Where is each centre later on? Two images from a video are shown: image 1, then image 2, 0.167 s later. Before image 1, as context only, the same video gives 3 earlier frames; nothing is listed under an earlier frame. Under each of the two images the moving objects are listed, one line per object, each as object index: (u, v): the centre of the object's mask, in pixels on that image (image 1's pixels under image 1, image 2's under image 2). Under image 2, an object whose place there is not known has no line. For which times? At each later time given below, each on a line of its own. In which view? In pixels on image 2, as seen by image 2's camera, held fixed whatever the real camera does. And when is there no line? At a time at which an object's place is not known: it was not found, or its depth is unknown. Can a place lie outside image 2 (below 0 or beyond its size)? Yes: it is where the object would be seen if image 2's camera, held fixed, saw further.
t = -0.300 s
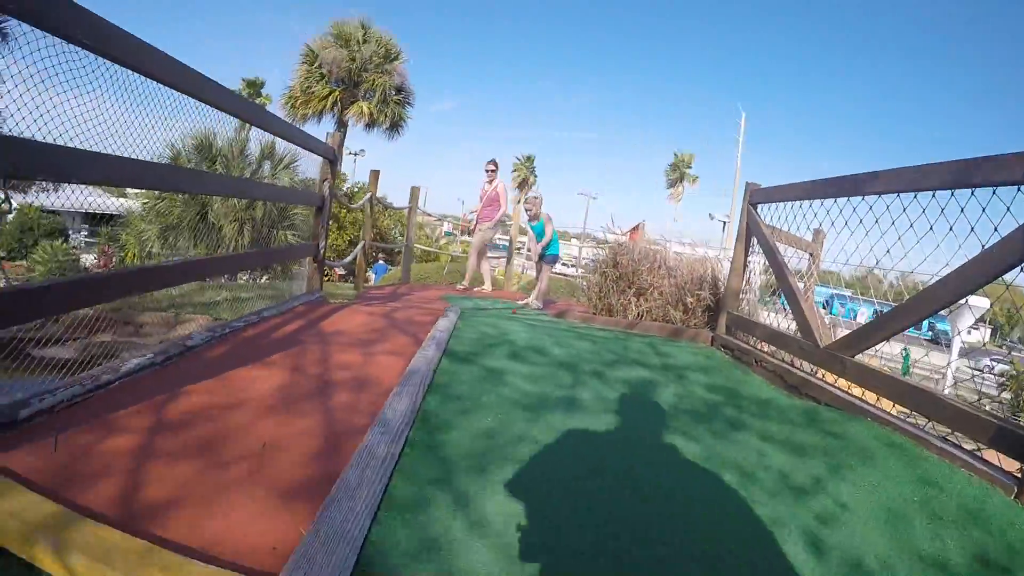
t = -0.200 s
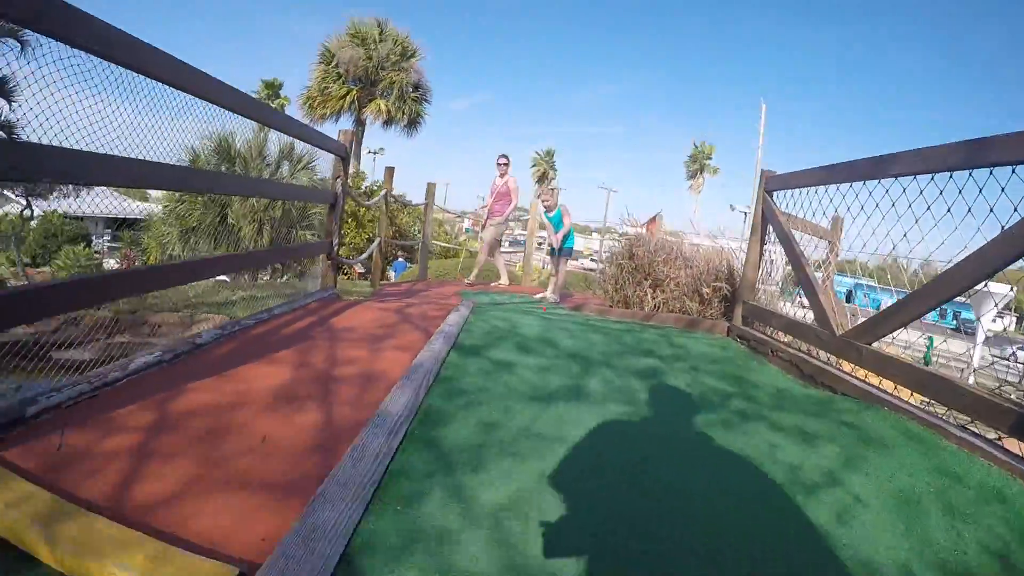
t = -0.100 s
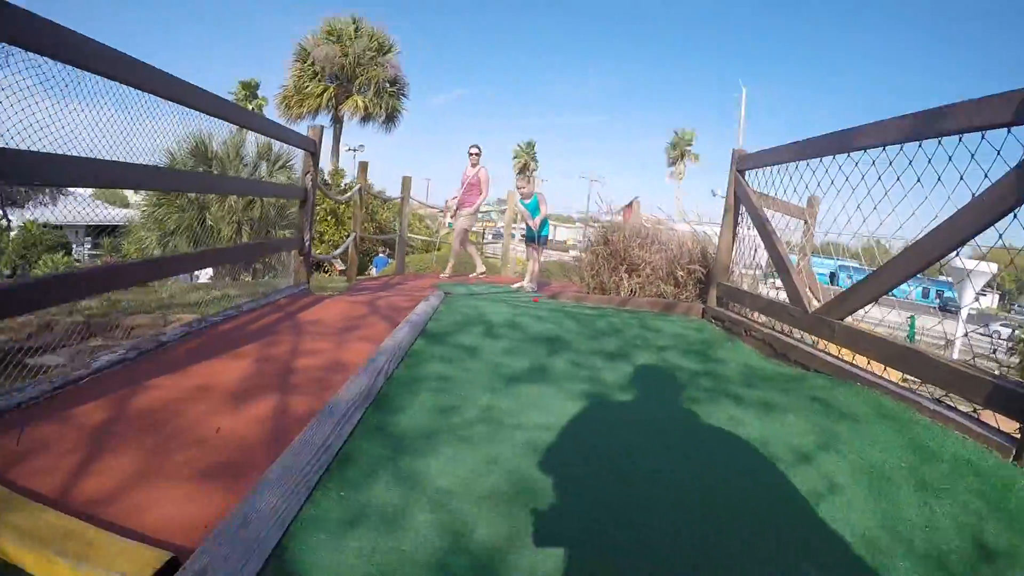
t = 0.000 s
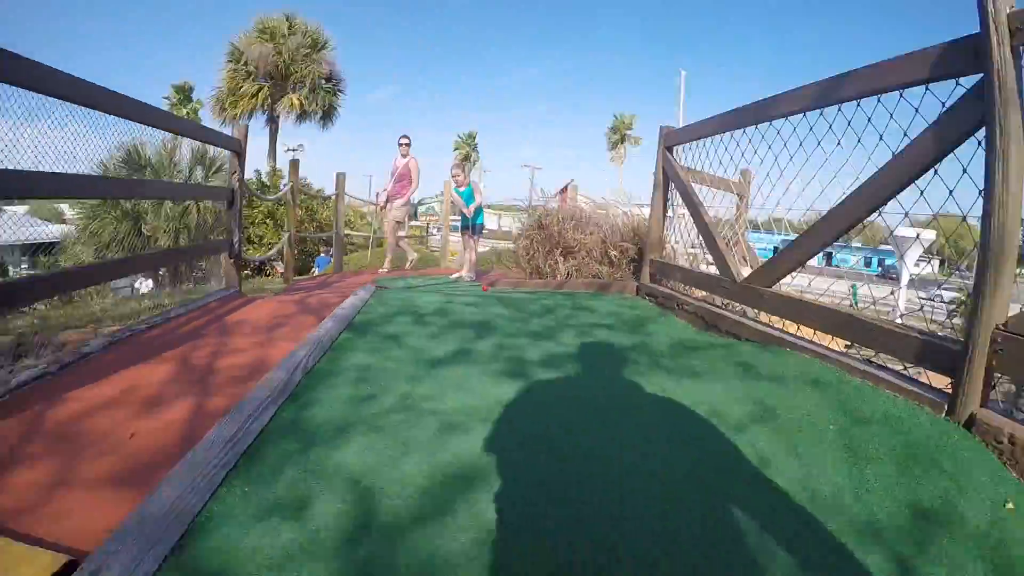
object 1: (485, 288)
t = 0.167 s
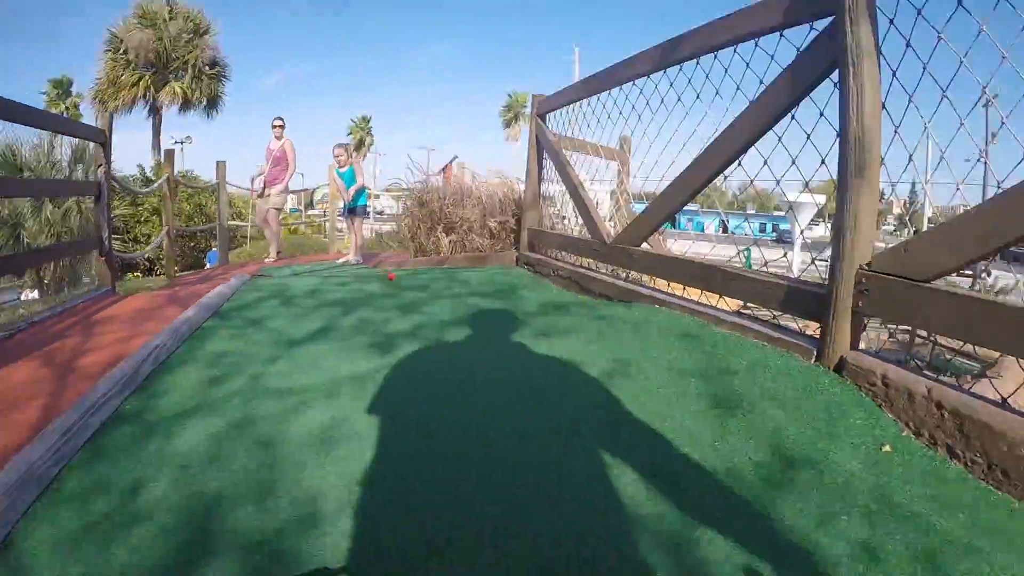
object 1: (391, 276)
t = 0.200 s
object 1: (398, 280)
